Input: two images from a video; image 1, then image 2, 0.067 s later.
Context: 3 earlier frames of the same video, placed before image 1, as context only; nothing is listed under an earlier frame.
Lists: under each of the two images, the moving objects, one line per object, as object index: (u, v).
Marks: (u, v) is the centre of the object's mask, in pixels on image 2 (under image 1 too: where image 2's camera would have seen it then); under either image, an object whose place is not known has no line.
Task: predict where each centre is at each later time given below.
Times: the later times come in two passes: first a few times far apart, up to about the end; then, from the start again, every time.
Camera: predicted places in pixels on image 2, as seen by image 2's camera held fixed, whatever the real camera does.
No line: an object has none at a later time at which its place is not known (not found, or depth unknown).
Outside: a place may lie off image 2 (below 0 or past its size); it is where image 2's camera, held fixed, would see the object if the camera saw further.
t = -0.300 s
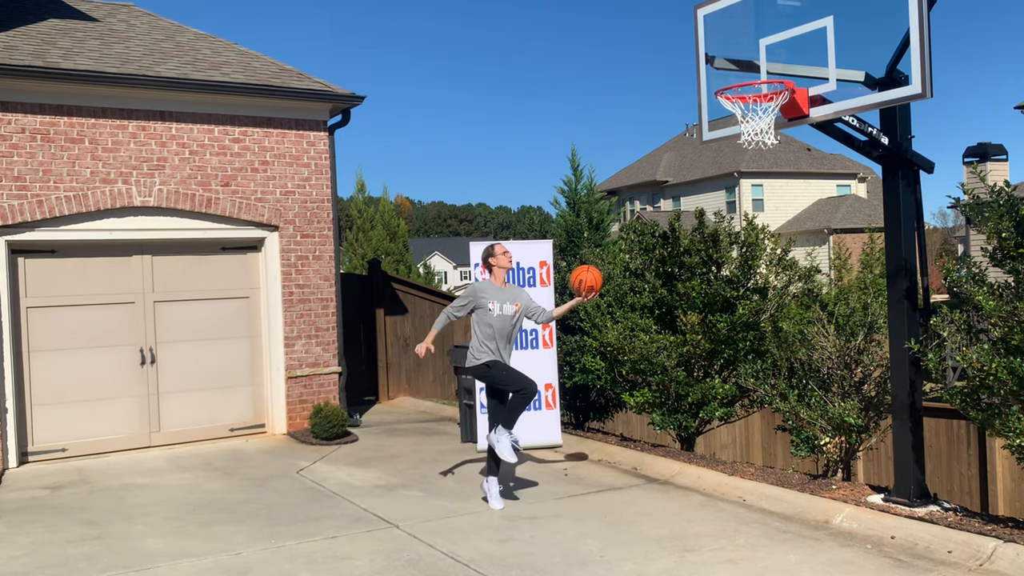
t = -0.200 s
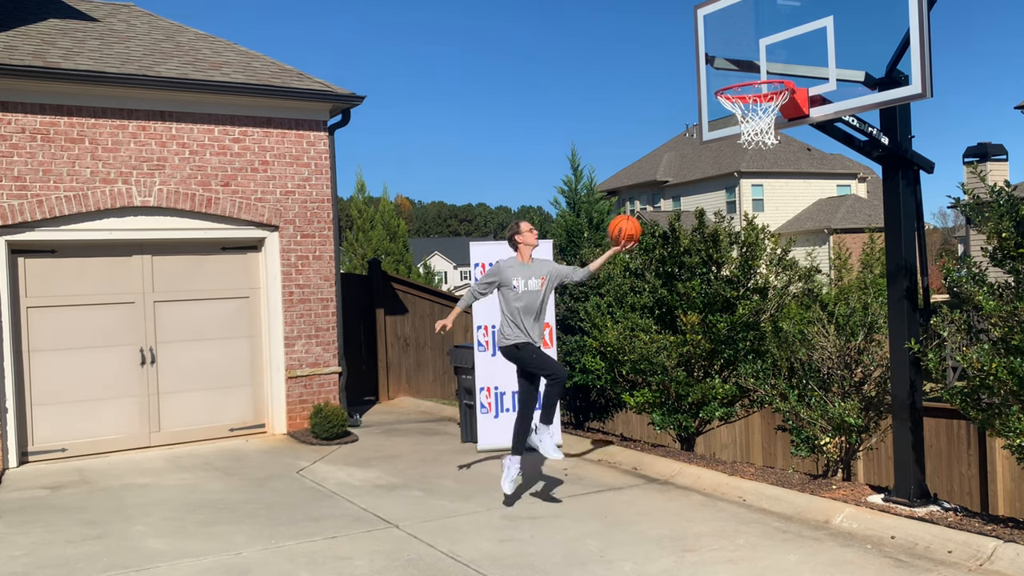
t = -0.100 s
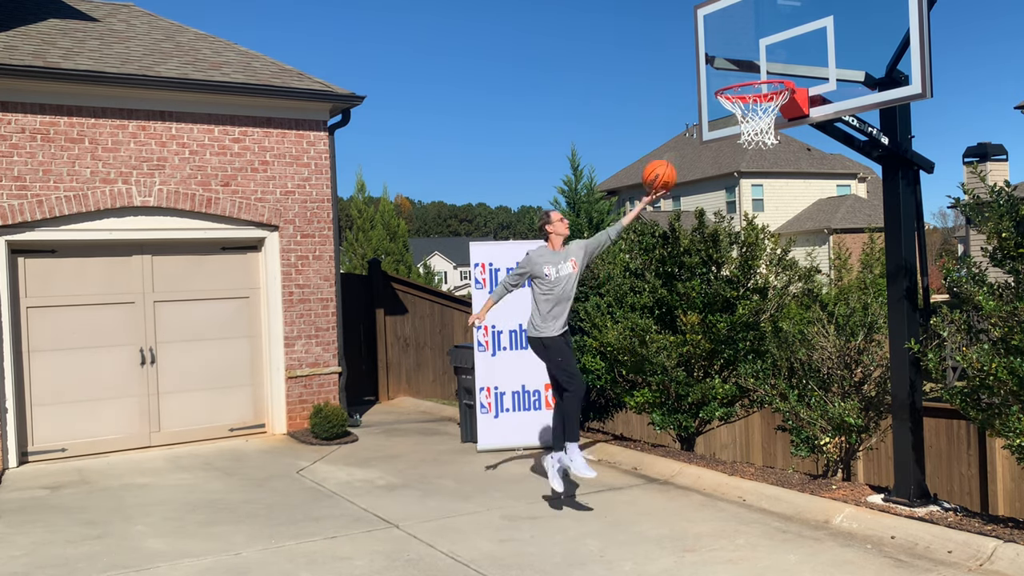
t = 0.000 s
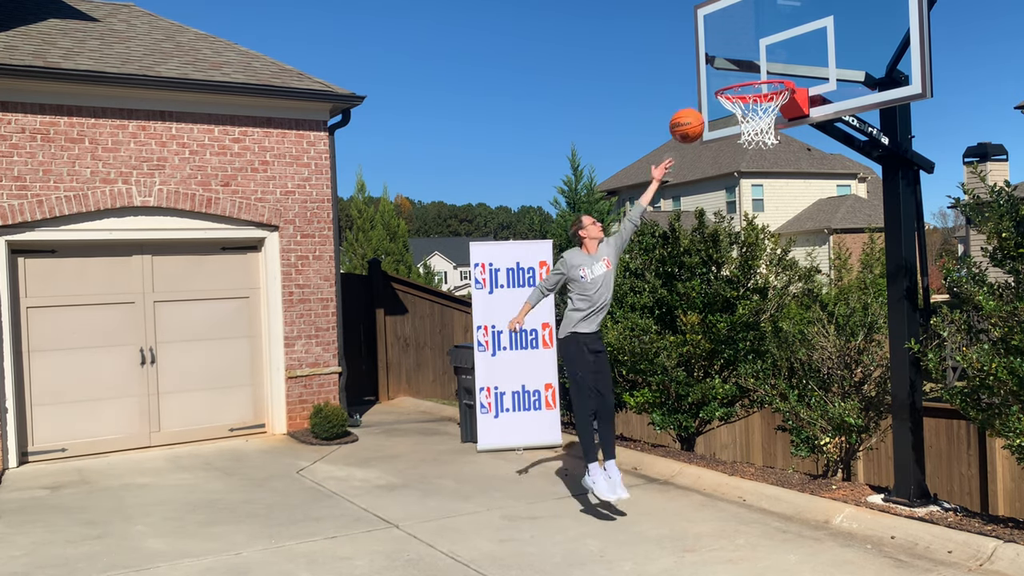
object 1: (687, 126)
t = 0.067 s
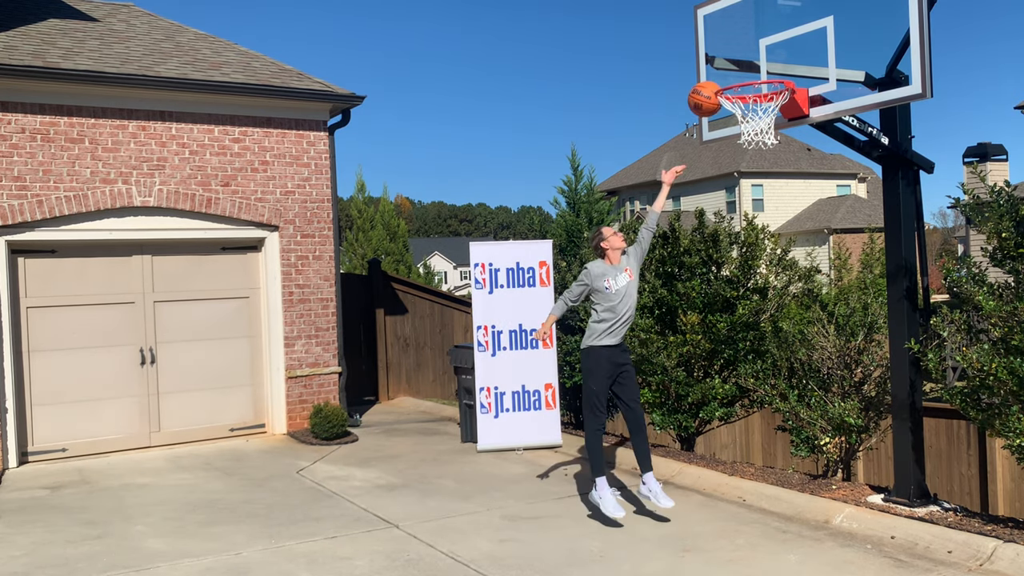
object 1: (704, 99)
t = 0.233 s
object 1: (751, 58)
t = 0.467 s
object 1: (750, 65)
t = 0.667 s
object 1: (746, 102)
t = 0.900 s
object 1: (757, 170)
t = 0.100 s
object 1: (713, 86)
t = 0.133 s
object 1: (724, 77)
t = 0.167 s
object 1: (734, 68)
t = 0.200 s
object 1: (744, 63)
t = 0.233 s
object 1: (751, 58)
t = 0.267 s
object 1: (751, 55)
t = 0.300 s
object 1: (751, 52)
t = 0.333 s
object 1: (750, 52)
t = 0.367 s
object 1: (750, 53)
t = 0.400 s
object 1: (750, 55)
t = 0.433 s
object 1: (750, 60)
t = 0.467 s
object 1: (750, 65)
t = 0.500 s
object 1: (749, 70)
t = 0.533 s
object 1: (750, 84)
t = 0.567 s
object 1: (750, 96)
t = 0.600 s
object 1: (750, 104)
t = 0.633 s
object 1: (747, 104)
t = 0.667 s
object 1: (746, 102)
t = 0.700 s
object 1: (747, 129)
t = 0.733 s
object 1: (748, 131)
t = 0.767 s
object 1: (750, 134)
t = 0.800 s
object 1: (752, 139)
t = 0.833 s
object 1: (754, 147)
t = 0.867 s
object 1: (755, 156)
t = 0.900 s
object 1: (757, 170)
